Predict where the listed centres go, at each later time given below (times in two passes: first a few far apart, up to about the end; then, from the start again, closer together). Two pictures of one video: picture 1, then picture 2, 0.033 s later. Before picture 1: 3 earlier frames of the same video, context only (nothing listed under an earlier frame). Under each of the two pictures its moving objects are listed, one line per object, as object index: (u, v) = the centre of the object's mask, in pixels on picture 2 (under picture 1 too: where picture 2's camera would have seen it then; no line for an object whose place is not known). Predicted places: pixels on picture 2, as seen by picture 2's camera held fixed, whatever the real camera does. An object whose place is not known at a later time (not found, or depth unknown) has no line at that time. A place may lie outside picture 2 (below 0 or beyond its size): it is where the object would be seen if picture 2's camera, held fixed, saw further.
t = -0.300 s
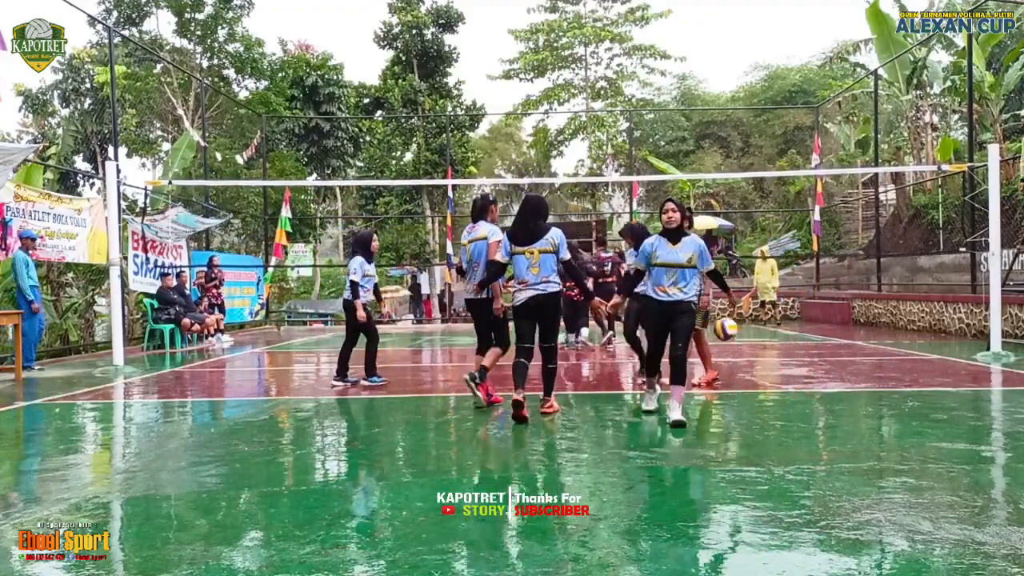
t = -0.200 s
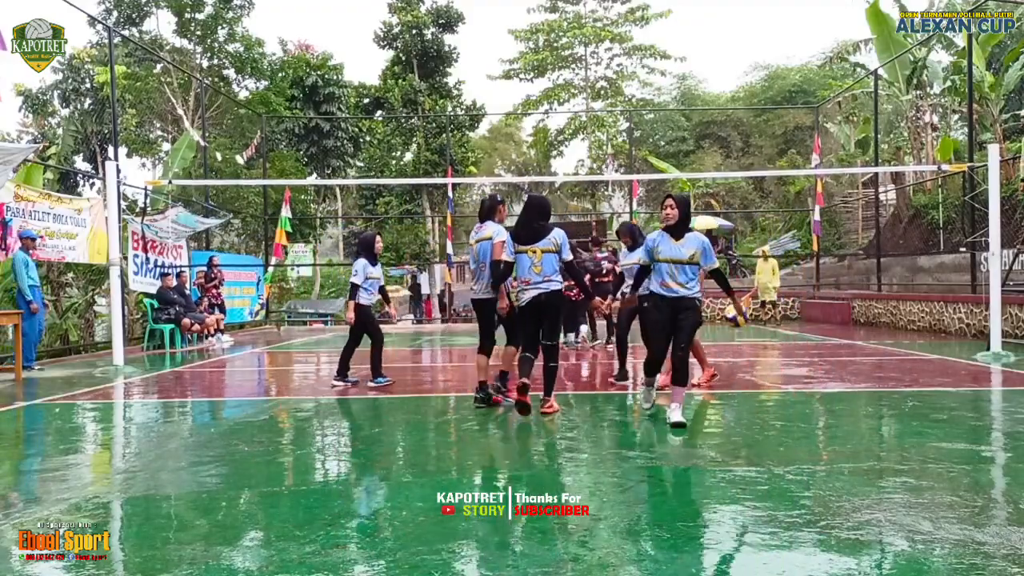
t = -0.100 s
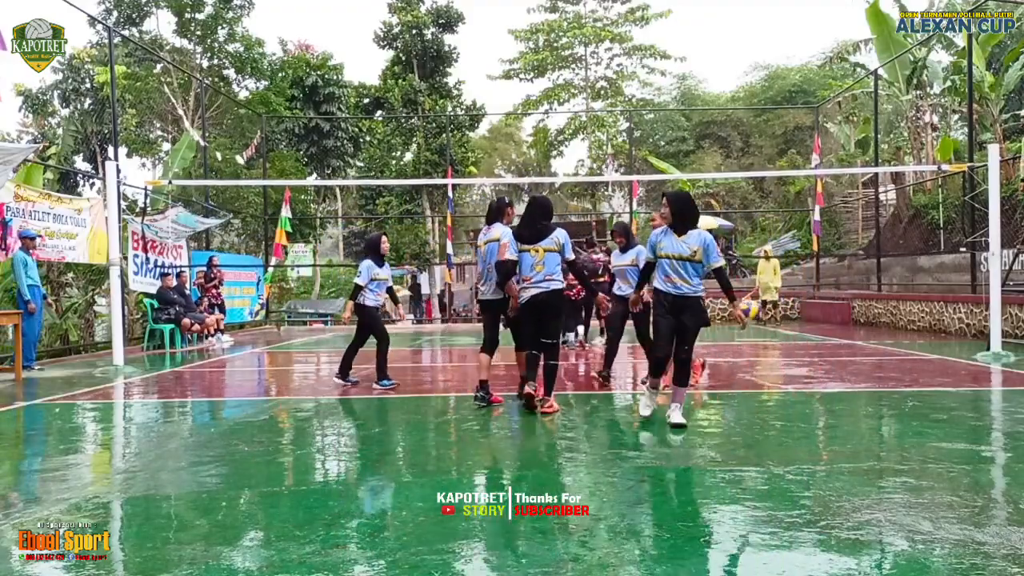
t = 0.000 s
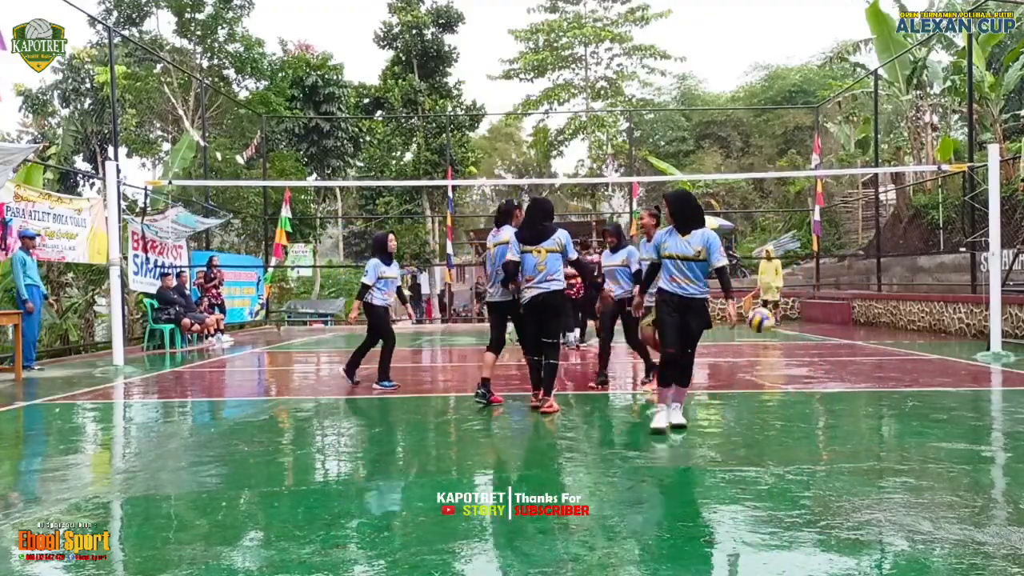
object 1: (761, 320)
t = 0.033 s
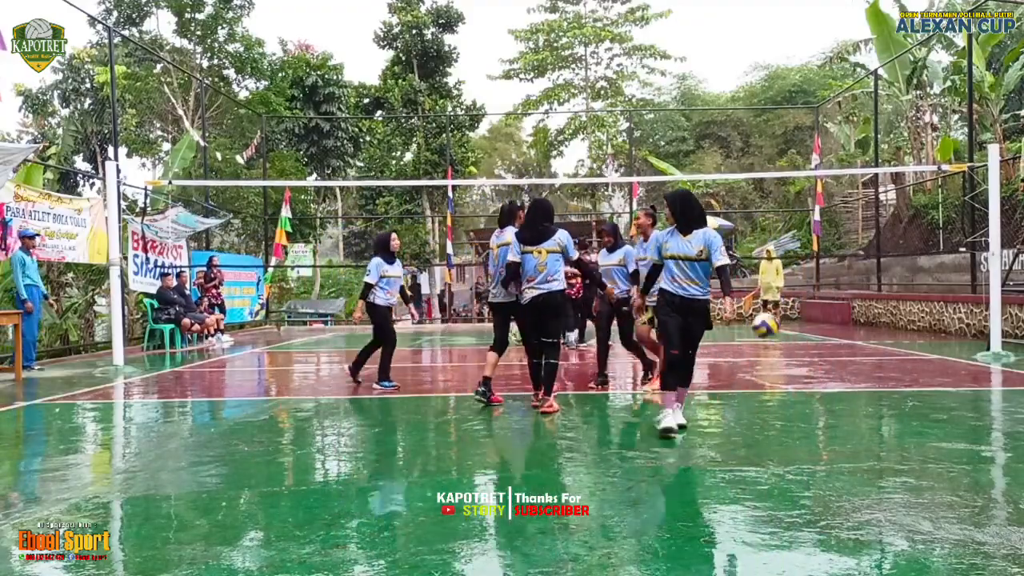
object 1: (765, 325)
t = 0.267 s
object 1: (800, 375)
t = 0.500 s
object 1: (834, 335)
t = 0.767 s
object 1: (880, 380)
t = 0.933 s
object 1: (912, 381)
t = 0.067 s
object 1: (770, 332)
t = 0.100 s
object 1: (775, 341)
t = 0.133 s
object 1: (780, 351)
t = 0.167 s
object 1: (784, 362)
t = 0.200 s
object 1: (790, 375)
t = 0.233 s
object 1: (795, 386)
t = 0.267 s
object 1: (800, 375)
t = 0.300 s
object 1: (804, 365)
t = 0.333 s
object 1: (808, 357)
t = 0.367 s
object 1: (813, 350)
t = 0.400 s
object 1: (818, 344)
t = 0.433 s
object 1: (823, 340)
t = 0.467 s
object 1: (829, 337)
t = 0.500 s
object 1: (834, 335)
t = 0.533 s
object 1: (839, 335)
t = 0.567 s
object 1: (844, 337)
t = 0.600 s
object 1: (848, 340)
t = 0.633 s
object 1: (856, 345)
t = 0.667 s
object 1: (861, 351)
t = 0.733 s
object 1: (874, 369)
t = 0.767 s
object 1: (880, 380)
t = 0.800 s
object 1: (888, 395)
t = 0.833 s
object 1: (894, 409)
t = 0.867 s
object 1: (900, 398)
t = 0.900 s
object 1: (905, 388)
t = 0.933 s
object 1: (912, 381)
